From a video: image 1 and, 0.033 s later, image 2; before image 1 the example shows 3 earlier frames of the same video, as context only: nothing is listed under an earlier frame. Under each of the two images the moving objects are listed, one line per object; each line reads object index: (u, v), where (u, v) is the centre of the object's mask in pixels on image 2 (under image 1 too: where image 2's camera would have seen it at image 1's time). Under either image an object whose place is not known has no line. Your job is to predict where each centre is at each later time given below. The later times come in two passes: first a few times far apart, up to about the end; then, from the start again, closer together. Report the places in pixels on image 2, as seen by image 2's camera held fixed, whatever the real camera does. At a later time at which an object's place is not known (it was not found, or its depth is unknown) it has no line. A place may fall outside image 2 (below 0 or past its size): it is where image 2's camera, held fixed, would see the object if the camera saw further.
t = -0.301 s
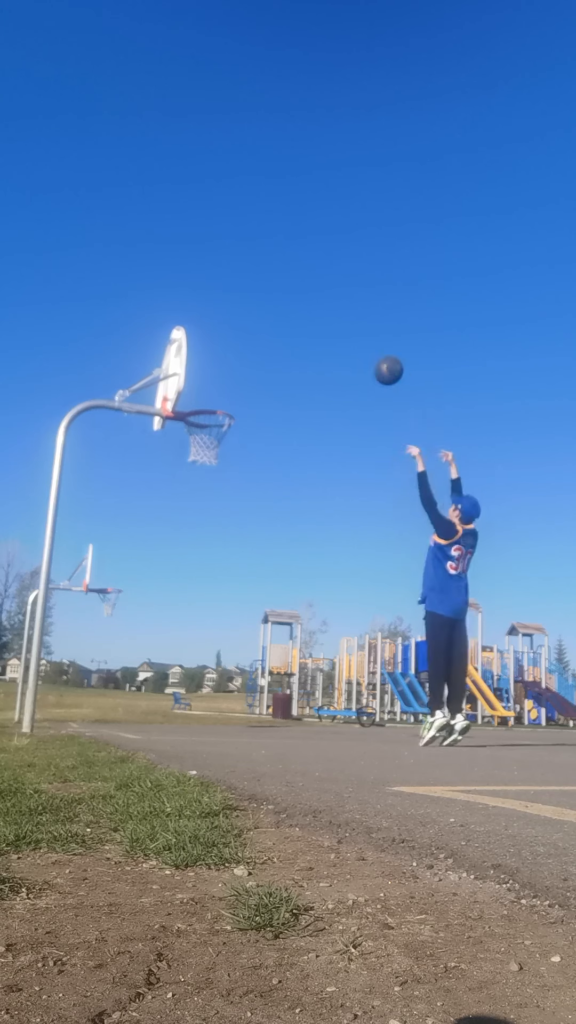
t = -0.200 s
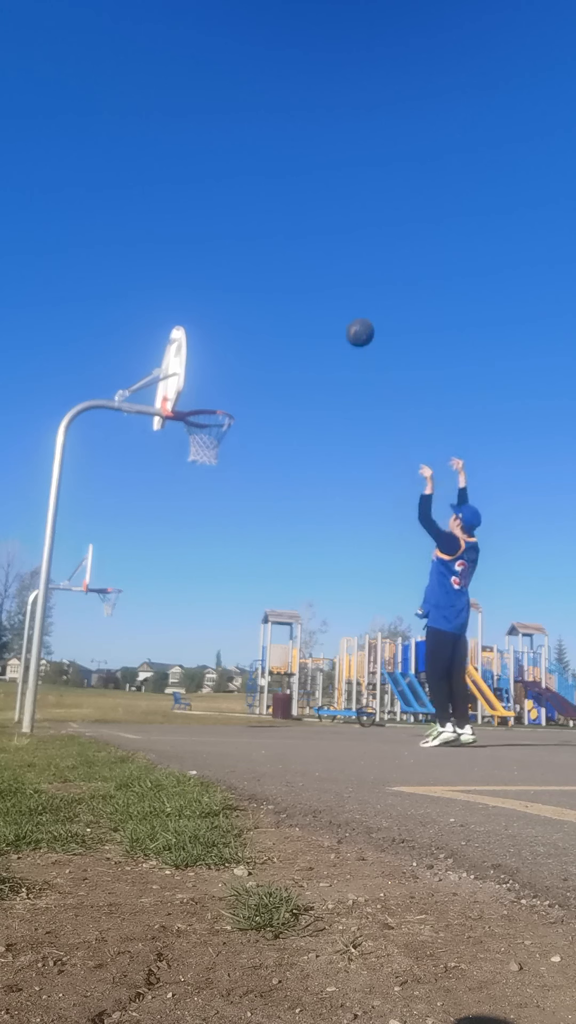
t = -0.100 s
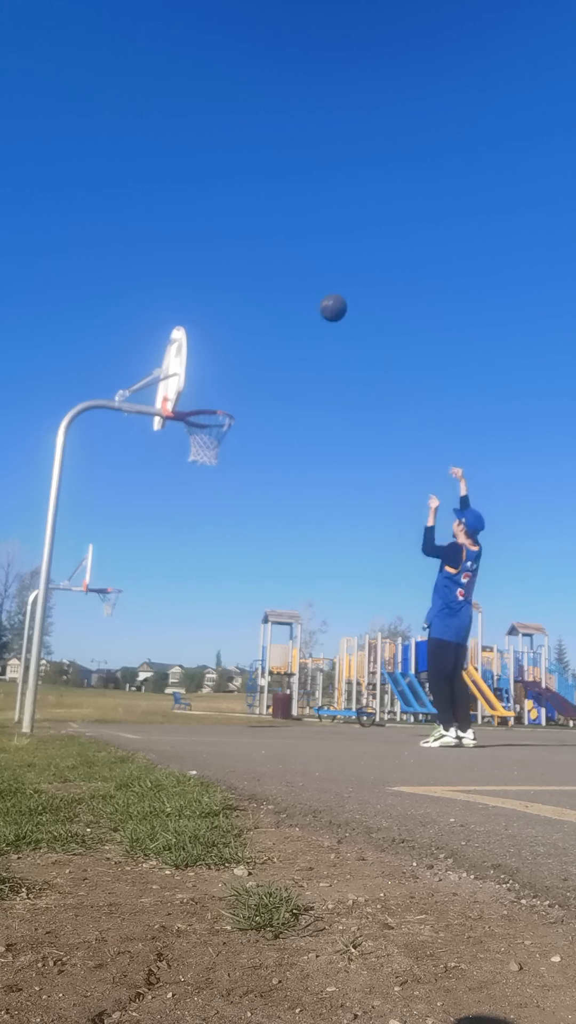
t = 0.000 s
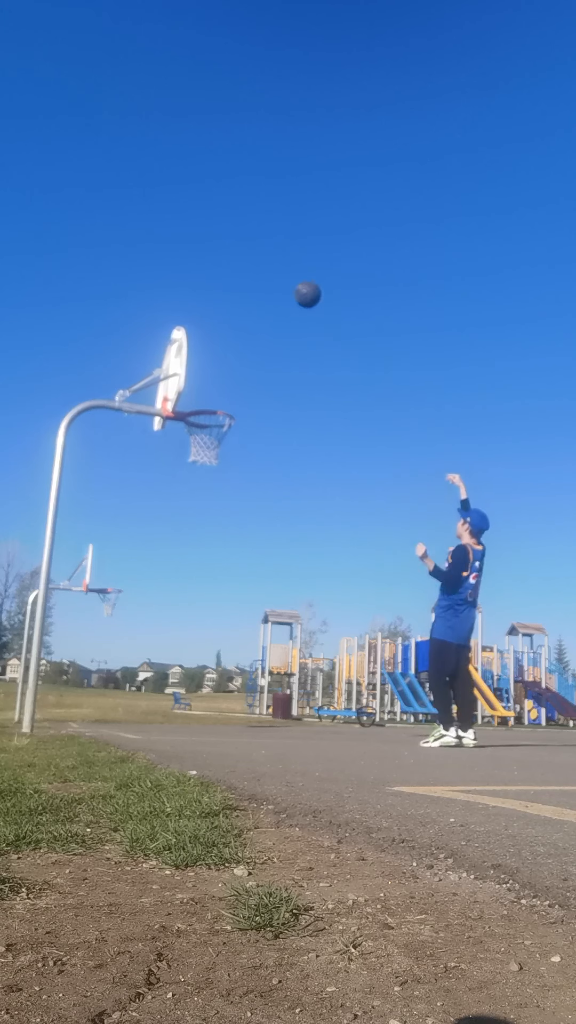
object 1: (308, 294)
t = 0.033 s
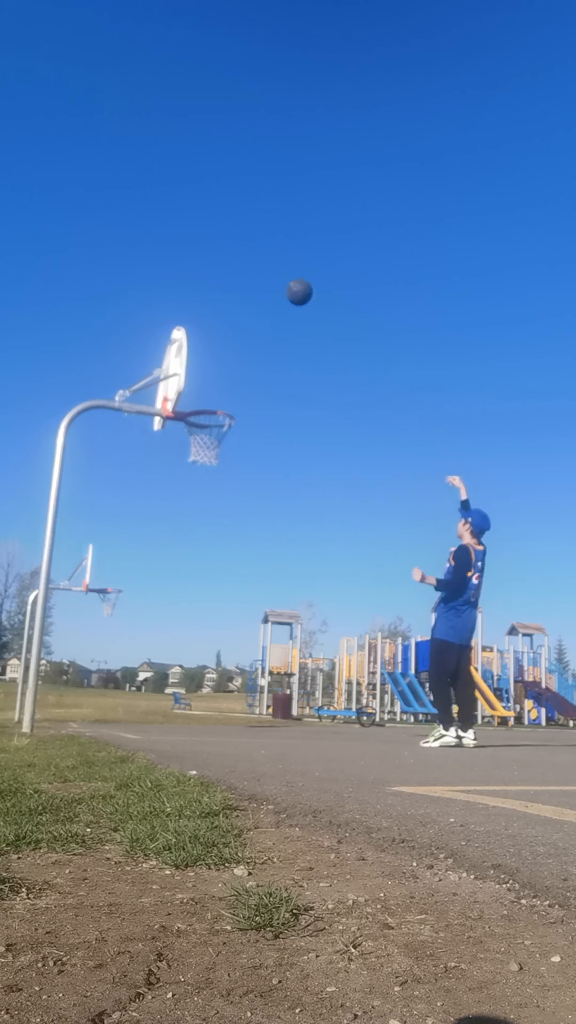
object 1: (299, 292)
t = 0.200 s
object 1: (259, 297)
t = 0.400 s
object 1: (211, 337)
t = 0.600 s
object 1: (190, 400)
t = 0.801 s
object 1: (208, 398)
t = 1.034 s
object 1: (223, 414)
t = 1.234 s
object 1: (233, 466)
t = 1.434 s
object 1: (241, 548)
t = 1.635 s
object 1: (245, 662)
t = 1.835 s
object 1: (257, 675)
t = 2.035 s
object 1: (273, 615)
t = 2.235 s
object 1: (288, 590)
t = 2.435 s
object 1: (300, 598)
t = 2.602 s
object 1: (307, 628)
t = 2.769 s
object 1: (314, 677)
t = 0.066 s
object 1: (291, 291)
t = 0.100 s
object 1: (283, 291)
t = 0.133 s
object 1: (275, 292)
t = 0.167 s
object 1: (267, 294)
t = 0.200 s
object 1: (259, 297)
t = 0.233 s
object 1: (251, 302)
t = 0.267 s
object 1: (243, 307)
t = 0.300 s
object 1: (235, 313)
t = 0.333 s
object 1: (227, 320)
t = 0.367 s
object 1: (219, 328)
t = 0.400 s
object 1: (211, 337)
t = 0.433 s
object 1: (203, 346)
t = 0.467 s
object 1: (196, 357)
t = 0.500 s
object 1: (192, 369)
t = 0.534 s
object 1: (189, 380)
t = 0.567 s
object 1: (189, 390)
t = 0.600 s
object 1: (190, 400)
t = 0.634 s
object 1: (195, 411)
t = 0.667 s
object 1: (197, 409)
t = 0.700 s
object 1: (200, 403)
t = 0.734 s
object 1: (203, 401)
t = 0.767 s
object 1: (205, 399)
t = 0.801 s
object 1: (208, 398)
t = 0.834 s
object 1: (210, 398)
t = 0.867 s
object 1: (213, 398)
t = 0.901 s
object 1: (215, 399)
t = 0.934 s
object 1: (217, 401)
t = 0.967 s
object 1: (220, 403)
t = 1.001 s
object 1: (222, 408)
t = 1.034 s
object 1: (223, 414)
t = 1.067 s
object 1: (226, 422)
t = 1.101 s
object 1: (227, 429)
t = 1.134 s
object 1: (229, 437)
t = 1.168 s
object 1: (230, 446)
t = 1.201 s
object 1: (232, 456)
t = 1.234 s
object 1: (233, 466)
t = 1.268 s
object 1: (235, 478)
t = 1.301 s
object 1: (236, 490)
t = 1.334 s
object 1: (237, 503)
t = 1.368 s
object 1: (238, 517)
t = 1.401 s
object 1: (240, 532)
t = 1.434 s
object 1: (241, 548)
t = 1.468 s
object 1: (241, 564)
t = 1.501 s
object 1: (242, 582)
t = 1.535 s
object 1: (243, 601)
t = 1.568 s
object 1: (244, 620)
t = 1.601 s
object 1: (244, 641)
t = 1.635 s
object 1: (245, 662)
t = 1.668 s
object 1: (246, 683)
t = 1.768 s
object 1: (251, 705)
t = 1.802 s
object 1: (255, 690)
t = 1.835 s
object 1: (257, 675)
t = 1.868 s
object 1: (260, 662)
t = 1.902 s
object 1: (263, 650)
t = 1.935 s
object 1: (266, 640)
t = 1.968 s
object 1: (269, 630)
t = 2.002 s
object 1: (271, 622)
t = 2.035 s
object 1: (273, 615)
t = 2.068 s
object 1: (277, 608)
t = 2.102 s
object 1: (279, 602)
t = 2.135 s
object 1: (281, 598)
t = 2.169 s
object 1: (284, 594)
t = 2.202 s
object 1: (286, 592)
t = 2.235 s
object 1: (288, 590)
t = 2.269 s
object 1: (290, 589)
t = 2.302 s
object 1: (292, 589)
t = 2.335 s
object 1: (294, 590)
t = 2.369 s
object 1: (296, 592)
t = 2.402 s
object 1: (298, 595)
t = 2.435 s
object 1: (300, 598)
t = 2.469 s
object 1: (301, 603)
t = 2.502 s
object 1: (303, 608)
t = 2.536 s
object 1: (304, 614)
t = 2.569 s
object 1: (306, 621)
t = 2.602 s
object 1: (307, 628)
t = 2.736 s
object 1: (313, 666)
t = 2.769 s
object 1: (314, 677)
